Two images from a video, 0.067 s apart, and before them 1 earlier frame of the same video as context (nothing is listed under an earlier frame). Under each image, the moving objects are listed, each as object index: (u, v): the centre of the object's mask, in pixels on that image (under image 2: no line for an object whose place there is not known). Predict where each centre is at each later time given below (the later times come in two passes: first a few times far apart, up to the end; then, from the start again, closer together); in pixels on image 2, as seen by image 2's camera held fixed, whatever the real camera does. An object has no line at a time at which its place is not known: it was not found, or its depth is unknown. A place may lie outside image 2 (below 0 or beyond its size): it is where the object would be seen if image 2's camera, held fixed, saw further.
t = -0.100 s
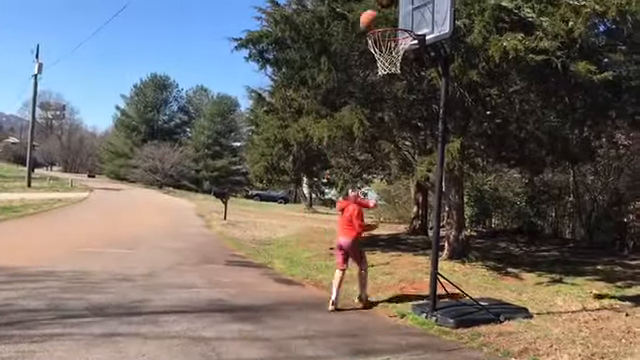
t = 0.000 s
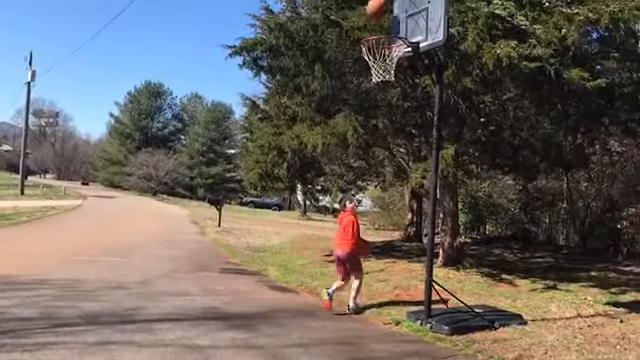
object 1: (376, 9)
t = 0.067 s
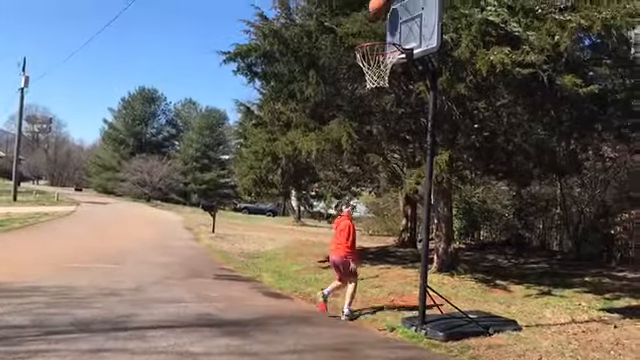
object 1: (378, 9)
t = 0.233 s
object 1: (392, 2)
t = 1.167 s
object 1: (291, 157)
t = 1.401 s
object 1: (250, 304)
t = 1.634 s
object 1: (225, 253)
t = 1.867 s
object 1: (199, 197)
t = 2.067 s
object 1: (177, 192)
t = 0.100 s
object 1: (383, 3)
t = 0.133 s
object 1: (388, 1)
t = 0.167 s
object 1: (389, 0)
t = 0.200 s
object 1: (391, 1)
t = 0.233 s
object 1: (392, 2)
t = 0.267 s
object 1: (393, 4)
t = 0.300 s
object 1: (395, 8)
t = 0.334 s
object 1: (396, 12)
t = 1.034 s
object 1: (313, 94)
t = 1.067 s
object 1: (308, 109)
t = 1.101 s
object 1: (303, 123)
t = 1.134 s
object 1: (296, 140)
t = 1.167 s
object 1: (291, 157)
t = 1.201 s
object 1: (285, 176)
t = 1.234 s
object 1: (279, 194)
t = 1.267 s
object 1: (273, 214)
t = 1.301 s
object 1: (269, 235)
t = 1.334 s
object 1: (262, 257)
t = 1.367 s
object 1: (256, 280)
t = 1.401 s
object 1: (250, 304)
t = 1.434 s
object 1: (242, 328)
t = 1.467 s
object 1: (239, 324)
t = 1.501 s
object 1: (236, 308)
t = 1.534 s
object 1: (235, 293)
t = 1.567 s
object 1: (230, 278)
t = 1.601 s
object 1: (230, 265)
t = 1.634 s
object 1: (225, 253)
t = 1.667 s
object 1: (222, 241)
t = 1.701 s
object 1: (219, 231)
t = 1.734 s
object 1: (215, 221)
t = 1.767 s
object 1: (212, 212)
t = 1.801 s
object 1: (208, 206)
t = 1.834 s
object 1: (205, 201)
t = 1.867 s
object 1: (199, 197)
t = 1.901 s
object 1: (193, 192)
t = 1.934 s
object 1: (190, 192)
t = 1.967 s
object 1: (185, 189)
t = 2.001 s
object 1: (182, 190)
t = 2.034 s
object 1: (179, 191)
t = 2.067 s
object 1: (177, 192)
